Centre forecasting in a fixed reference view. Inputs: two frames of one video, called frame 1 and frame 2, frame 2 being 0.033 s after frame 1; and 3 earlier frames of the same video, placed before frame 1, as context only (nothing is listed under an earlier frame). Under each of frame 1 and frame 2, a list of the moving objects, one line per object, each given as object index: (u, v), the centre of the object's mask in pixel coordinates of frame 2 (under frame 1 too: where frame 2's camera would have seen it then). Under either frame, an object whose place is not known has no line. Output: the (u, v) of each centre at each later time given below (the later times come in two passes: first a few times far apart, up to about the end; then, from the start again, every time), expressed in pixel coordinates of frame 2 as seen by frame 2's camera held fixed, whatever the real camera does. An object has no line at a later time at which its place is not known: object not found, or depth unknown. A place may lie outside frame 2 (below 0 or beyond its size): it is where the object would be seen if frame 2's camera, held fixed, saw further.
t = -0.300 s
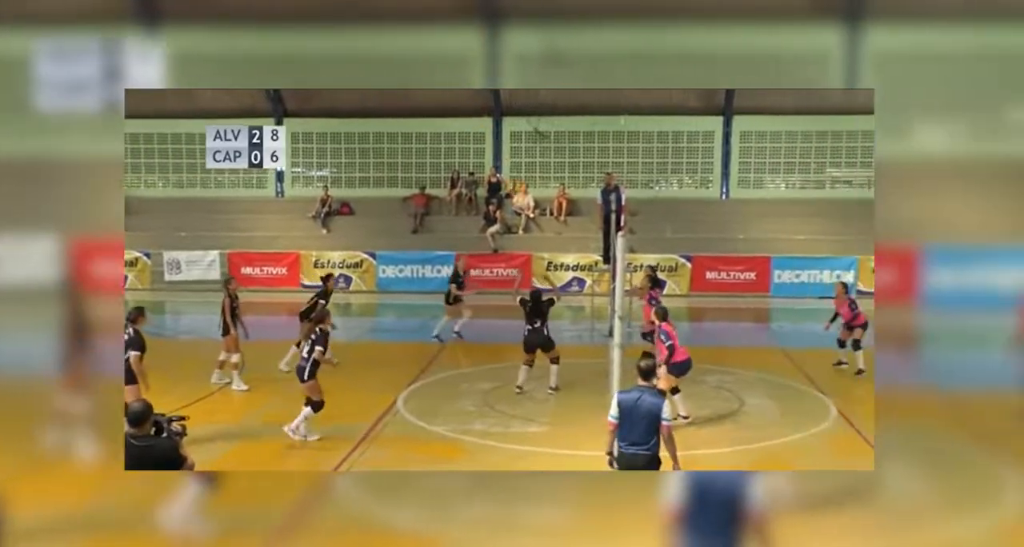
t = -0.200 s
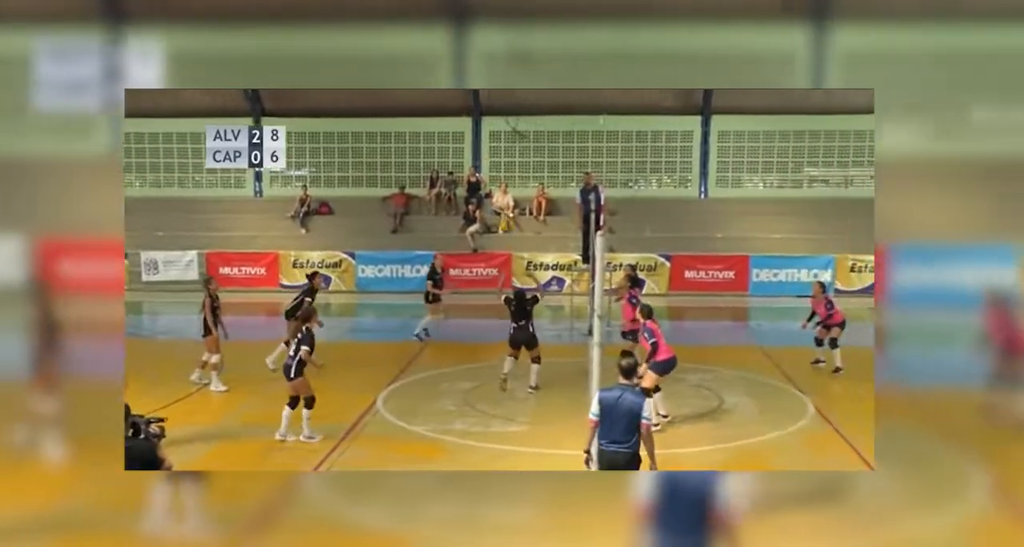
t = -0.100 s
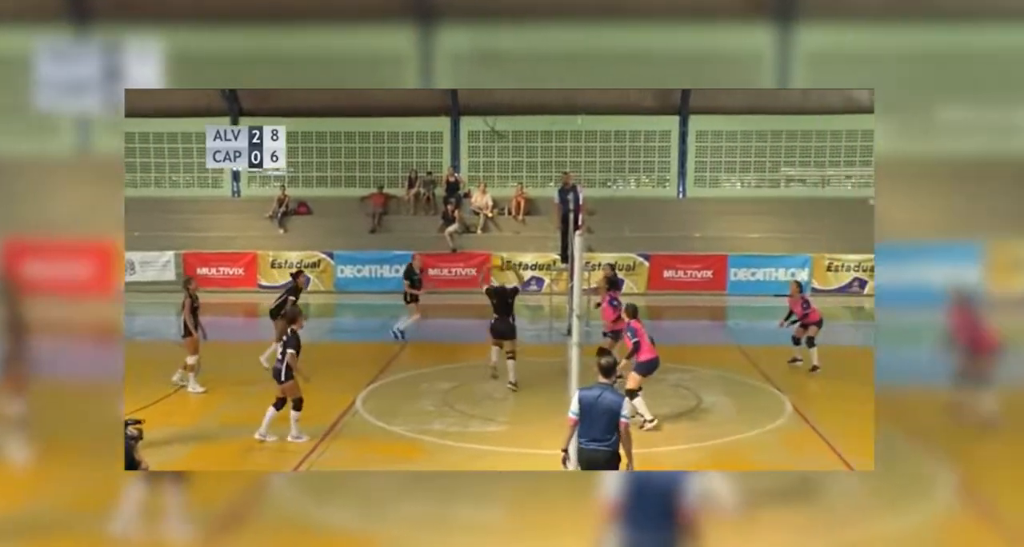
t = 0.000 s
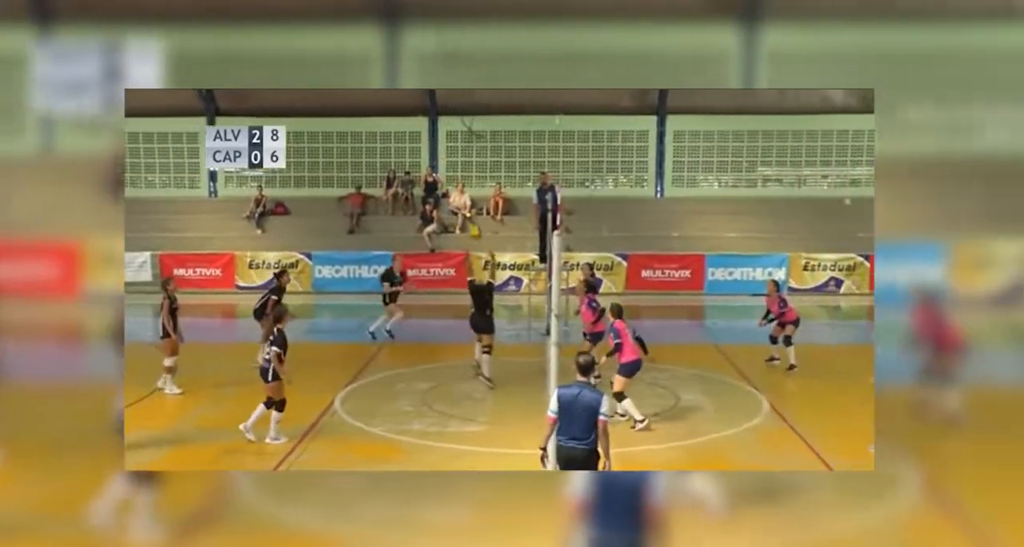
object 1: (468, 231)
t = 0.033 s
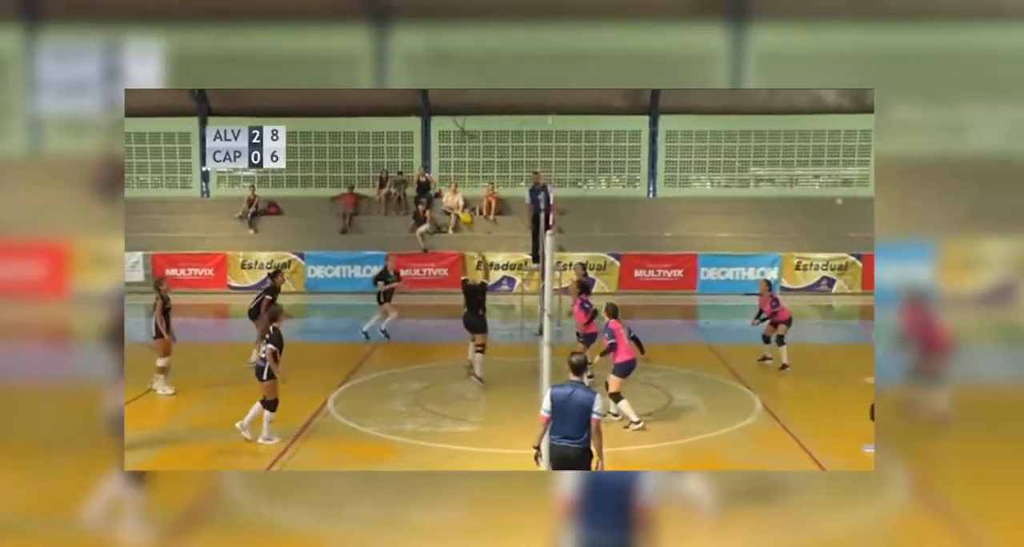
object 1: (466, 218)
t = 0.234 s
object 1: (457, 152)
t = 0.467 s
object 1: (448, 110)
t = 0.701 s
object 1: (438, 108)
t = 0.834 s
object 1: (432, 127)
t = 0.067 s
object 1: (464, 205)
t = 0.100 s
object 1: (463, 193)
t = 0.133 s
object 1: (461, 183)
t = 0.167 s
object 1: (460, 172)
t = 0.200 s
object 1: (459, 161)
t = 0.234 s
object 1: (457, 152)
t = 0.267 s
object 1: (455, 144)
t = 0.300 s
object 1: (454, 136)
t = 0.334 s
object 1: (451, 129)
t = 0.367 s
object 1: (451, 123)
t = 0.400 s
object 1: (451, 118)
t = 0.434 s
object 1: (449, 114)
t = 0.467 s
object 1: (448, 110)
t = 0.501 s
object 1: (446, 107)
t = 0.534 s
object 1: (445, 105)
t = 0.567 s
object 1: (444, 104)
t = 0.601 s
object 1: (442, 104)
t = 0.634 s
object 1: (441, 104)
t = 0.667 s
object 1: (439, 106)
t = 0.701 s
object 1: (438, 108)
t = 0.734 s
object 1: (437, 111)
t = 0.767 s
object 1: (435, 115)
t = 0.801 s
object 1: (432, 120)
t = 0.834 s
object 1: (432, 127)
